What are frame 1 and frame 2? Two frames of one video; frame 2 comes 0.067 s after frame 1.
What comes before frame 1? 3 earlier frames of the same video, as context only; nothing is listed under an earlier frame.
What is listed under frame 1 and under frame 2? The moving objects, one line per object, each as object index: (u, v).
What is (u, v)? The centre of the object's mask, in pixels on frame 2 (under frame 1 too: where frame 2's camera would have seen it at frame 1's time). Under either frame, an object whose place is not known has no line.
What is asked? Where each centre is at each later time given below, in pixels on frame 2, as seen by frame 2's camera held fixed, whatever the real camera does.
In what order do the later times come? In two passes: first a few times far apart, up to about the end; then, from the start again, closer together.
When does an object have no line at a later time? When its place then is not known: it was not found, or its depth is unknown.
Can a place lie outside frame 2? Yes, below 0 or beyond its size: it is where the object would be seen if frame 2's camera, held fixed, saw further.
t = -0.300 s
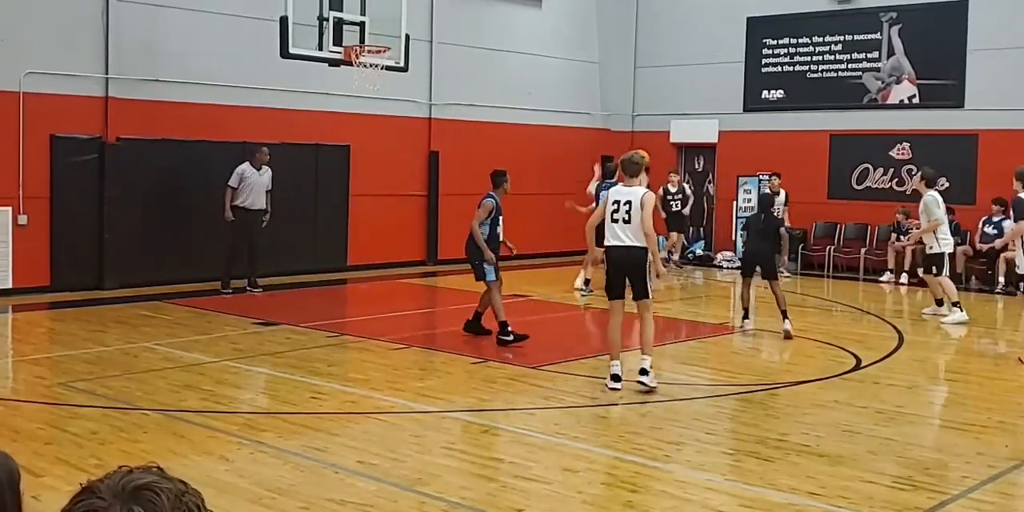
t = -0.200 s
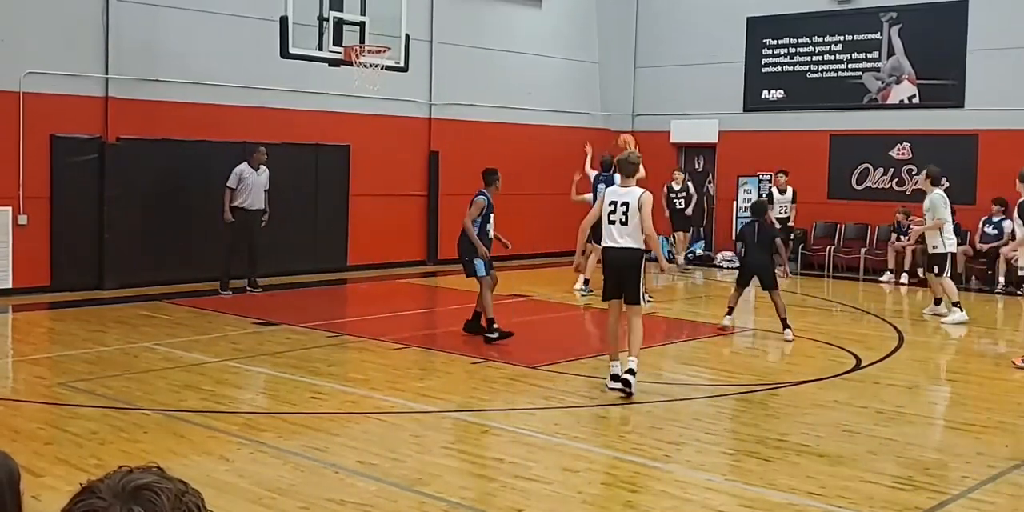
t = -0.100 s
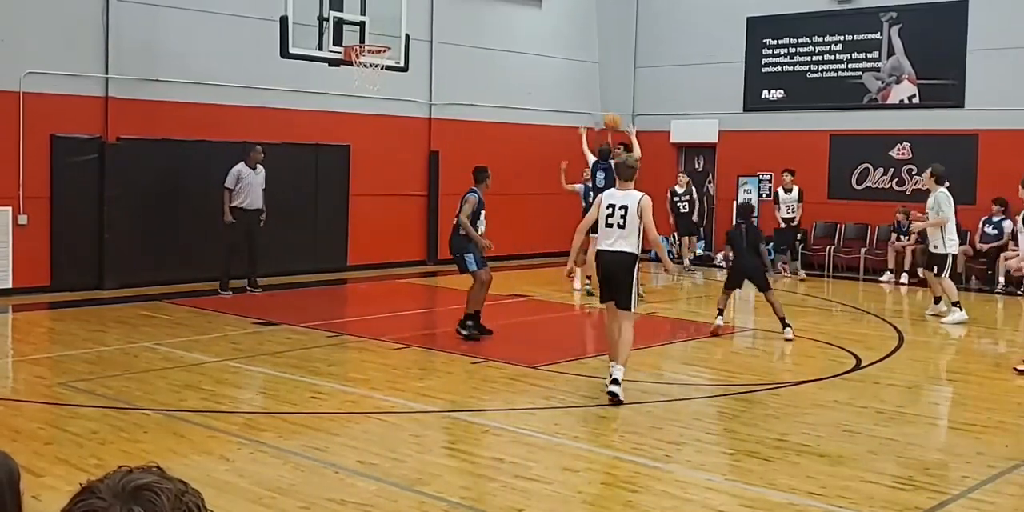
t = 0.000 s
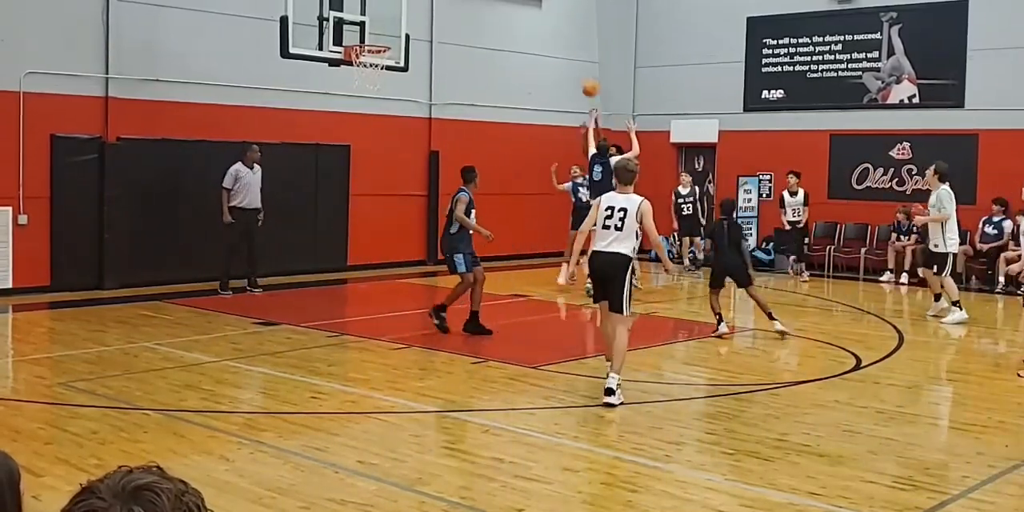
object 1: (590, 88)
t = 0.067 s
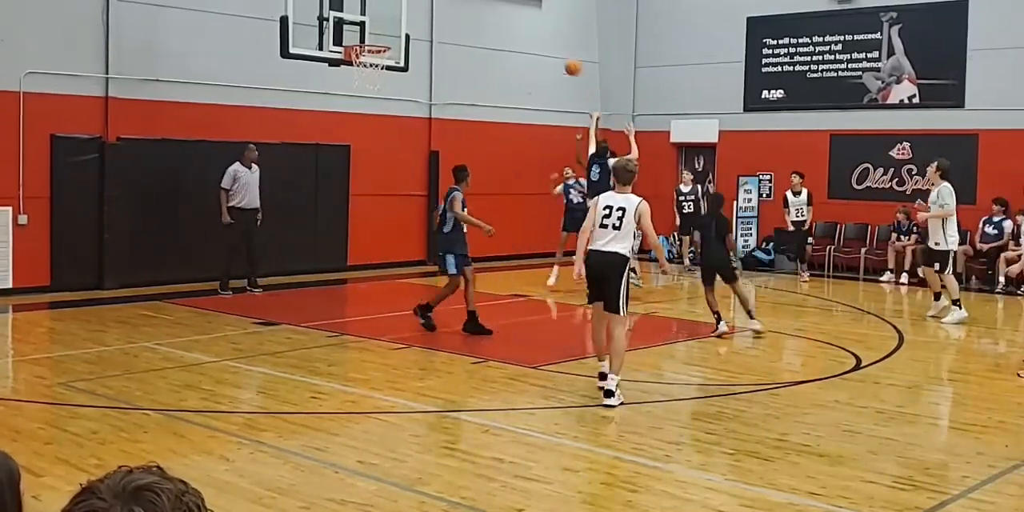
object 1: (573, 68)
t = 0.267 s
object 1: (519, 22)
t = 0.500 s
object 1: (453, 6)
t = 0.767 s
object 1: (370, 37)
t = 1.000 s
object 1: (391, 36)
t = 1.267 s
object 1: (442, 60)
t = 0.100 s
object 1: (564, 58)
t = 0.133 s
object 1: (555, 49)
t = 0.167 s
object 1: (546, 41)
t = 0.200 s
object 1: (537, 34)
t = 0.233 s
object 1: (528, 27)
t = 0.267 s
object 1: (519, 22)
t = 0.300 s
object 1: (510, 16)
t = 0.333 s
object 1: (501, 12)
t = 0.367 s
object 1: (491, 9)
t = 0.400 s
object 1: (482, 7)
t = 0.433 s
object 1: (472, 6)
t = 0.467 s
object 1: (463, 6)
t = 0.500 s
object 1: (453, 6)
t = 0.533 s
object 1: (443, 7)
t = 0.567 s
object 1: (433, 8)
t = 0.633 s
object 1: (412, 13)
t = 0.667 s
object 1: (402, 18)
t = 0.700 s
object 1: (391, 24)
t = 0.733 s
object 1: (381, 30)
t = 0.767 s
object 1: (370, 37)
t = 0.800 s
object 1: (365, 39)
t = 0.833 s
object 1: (366, 41)
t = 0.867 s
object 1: (366, 40)
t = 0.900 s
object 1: (373, 39)
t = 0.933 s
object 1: (380, 37)
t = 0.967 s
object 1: (385, 37)
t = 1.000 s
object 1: (391, 36)
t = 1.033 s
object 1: (398, 36)
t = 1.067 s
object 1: (404, 36)
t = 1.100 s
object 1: (411, 38)
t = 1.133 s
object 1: (417, 41)
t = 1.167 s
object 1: (423, 44)
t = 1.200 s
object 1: (429, 49)
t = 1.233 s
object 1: (436, 54)
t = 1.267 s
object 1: (442, 60)
